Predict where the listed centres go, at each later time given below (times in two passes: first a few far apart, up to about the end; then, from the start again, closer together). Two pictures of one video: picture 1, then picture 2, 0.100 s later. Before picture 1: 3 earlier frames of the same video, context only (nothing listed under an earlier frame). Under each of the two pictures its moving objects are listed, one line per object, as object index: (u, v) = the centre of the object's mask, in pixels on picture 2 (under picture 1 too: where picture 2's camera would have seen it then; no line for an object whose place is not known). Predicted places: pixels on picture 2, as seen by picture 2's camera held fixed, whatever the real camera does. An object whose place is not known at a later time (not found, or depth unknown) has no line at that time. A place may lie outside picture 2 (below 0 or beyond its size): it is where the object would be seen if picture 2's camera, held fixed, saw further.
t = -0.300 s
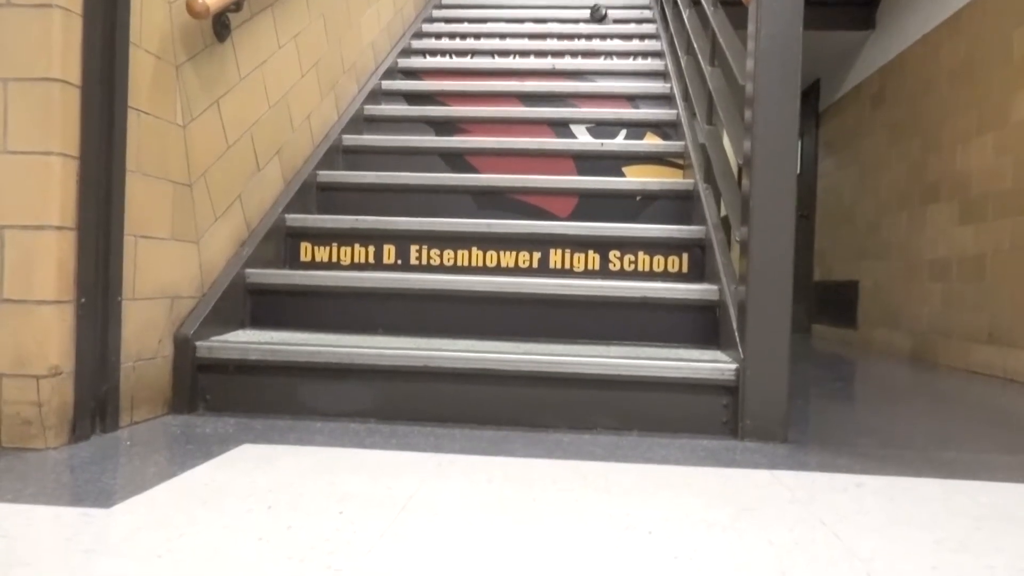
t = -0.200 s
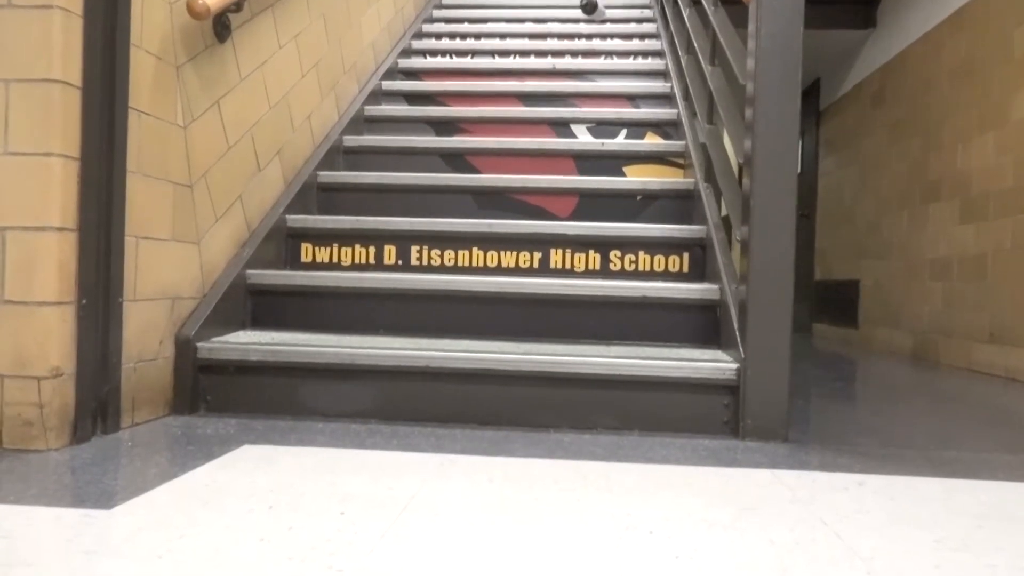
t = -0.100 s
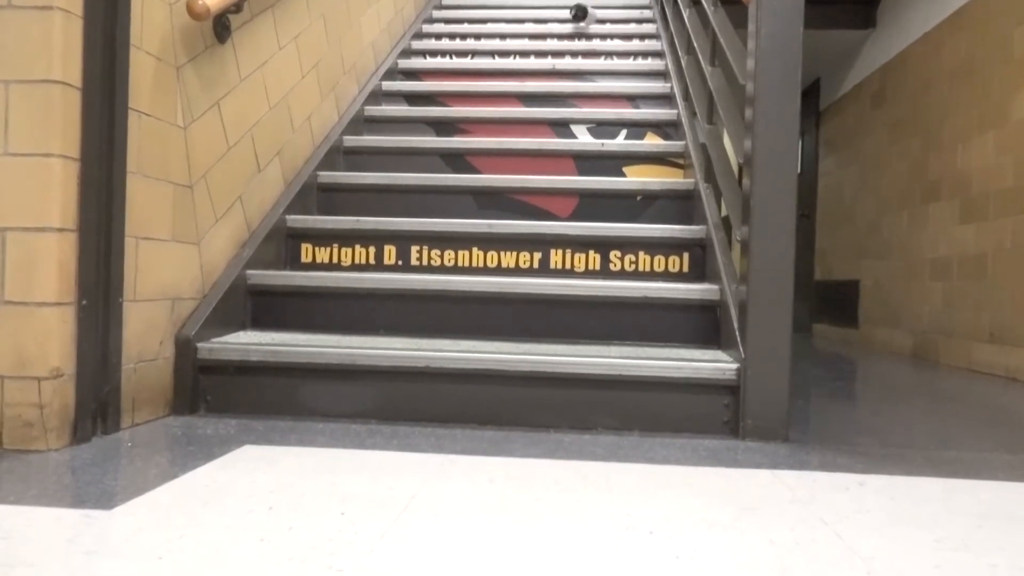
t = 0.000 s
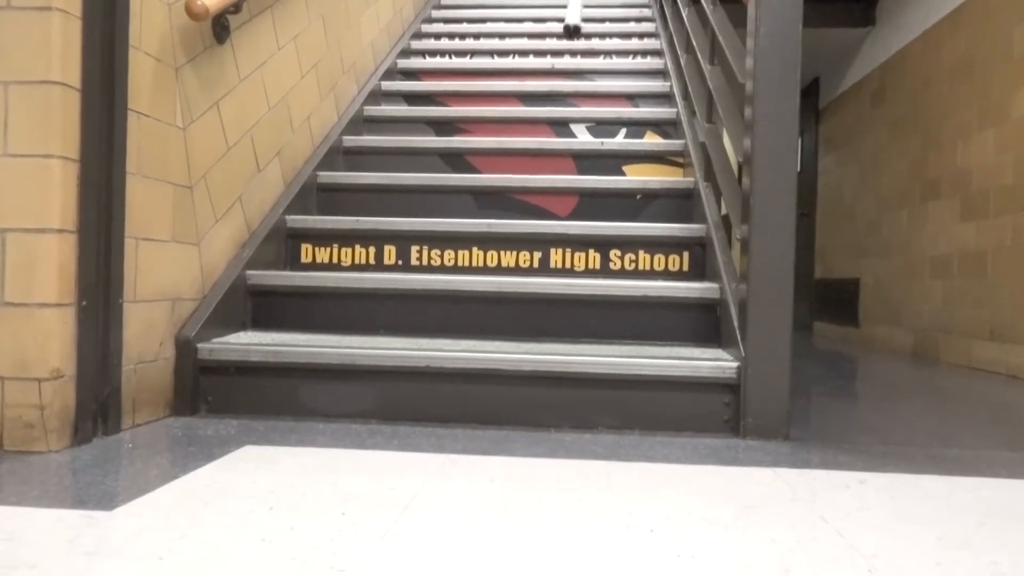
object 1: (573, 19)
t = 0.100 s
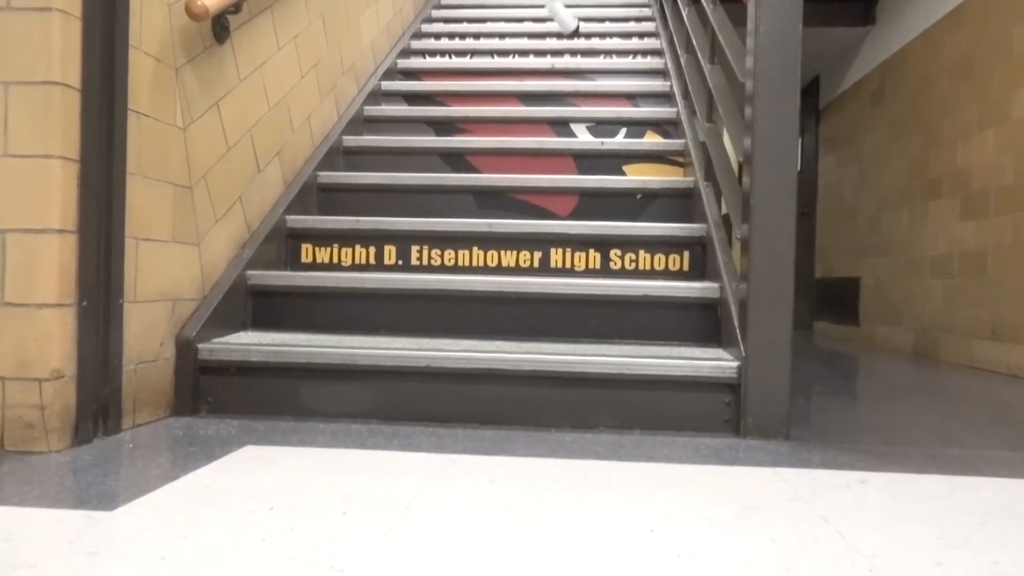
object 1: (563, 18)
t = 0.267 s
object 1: (545, 17)
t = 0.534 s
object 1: (511, 49)
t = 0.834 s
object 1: (476, 63)
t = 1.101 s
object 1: (440, 55)
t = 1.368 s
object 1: (396, 149)
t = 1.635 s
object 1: (380, 125)
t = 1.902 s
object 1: (359, 193)
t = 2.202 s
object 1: (374, 170)
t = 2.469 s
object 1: (398, 191)
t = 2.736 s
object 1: (414, 201)
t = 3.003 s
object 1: (425, 214)
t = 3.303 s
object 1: (433, 284)
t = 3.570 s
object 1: (451, 304)
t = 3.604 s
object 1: (456, 309)
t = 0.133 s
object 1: (560, 15)
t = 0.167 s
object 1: (556, 16)
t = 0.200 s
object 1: (552, 18)
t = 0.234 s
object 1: (550, 19)
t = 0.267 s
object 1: (545, 17)
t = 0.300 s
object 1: (542, 16)
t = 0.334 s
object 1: (539, 17)
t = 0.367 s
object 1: (535, 17)
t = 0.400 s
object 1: (531, 17)
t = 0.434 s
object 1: (526, 20)
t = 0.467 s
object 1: (522, 28)
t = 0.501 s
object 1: (516, 38)
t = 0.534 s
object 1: (511, 49)
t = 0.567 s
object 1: (506, 47)
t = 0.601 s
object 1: (503, 41)
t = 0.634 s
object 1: (500, 37)
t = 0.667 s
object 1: (497, 35)
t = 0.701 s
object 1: (494, 35)
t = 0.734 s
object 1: (489, 39)
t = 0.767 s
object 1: (486, 44)
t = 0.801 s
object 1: (481, 52)
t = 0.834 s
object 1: (476, 63)
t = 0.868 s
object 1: (471, 77)
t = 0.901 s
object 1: (466, 92)
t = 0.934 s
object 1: (461, 88)
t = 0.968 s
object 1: (459, 77)
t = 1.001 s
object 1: (455, 66)
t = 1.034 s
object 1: (449, 60)
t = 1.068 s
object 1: (445, 56)
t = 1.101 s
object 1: (440, 55)
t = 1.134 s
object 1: (433, 56)
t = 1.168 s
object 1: (429, 60)
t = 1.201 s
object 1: (426, 65)
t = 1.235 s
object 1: (418, 78)
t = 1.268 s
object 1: (412, 91)
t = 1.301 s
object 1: (406, 108)
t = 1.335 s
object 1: (400, 129)
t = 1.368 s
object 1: (396, 149)
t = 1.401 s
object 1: (390, 144)
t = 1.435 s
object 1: (385, 133)
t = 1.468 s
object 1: (389, 133)
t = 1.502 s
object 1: (392, 139)
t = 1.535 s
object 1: (385, 149)
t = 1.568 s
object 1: (382, 140)
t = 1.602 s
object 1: (382, 132)
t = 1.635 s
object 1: (380, 125)
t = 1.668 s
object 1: (378, 121)
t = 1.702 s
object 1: (375, 122)
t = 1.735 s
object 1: (373, 126)
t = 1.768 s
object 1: (369, 132)
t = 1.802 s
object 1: (365, 145)
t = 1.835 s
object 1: (365, 158)
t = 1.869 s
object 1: (362, 179)
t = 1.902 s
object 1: (359, 193)
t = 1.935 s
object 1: (358, 187)
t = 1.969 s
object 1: (362, 185)
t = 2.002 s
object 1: (365, 174)
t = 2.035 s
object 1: (367, 164)
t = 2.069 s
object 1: (369, 159)
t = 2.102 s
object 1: (370, 157)
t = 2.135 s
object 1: (371, 159)
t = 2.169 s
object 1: (373, 163)
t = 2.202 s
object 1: (374, 170)
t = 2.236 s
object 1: (376, 182)
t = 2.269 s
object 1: (376, 197)
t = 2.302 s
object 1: (377, 200)
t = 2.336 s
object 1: (381, 191)
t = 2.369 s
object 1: (385, 186)
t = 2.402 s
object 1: (388, 185)
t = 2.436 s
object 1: (394, 186)
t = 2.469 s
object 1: (398, 191)
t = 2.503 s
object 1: (404, 193)
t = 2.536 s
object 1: (406, 198)
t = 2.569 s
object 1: (407, 199)
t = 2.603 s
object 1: (410, 199)
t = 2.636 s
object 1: (412, 197)
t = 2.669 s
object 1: (412, 199)
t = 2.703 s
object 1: (413, 204)
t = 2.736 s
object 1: (414, 201)
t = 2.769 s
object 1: (415, 201)
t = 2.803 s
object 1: (416, 203)
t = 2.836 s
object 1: (417, 209)
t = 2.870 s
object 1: (419, 214)
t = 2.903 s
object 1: (421, 222)
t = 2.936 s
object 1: (423, 227)
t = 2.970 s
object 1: (424, 220)
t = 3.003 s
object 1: (425, 214)
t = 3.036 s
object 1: (426, 211)
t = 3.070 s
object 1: (428, 213)
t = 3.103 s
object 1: (429, 218)
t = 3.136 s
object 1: (431, 226)
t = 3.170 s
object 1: (433, 241)
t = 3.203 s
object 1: (434, 252)
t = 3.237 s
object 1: (435, 261)
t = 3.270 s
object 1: (434, 270)
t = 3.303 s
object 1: (433, 284)
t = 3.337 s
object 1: (433, 298)
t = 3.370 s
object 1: (432, 317)
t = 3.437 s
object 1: (438, 306)
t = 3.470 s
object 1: (441, 300)
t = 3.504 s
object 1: (445, 295)
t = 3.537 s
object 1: (448, 298)
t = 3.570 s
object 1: (451, 304)
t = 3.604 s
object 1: (456, 309)
